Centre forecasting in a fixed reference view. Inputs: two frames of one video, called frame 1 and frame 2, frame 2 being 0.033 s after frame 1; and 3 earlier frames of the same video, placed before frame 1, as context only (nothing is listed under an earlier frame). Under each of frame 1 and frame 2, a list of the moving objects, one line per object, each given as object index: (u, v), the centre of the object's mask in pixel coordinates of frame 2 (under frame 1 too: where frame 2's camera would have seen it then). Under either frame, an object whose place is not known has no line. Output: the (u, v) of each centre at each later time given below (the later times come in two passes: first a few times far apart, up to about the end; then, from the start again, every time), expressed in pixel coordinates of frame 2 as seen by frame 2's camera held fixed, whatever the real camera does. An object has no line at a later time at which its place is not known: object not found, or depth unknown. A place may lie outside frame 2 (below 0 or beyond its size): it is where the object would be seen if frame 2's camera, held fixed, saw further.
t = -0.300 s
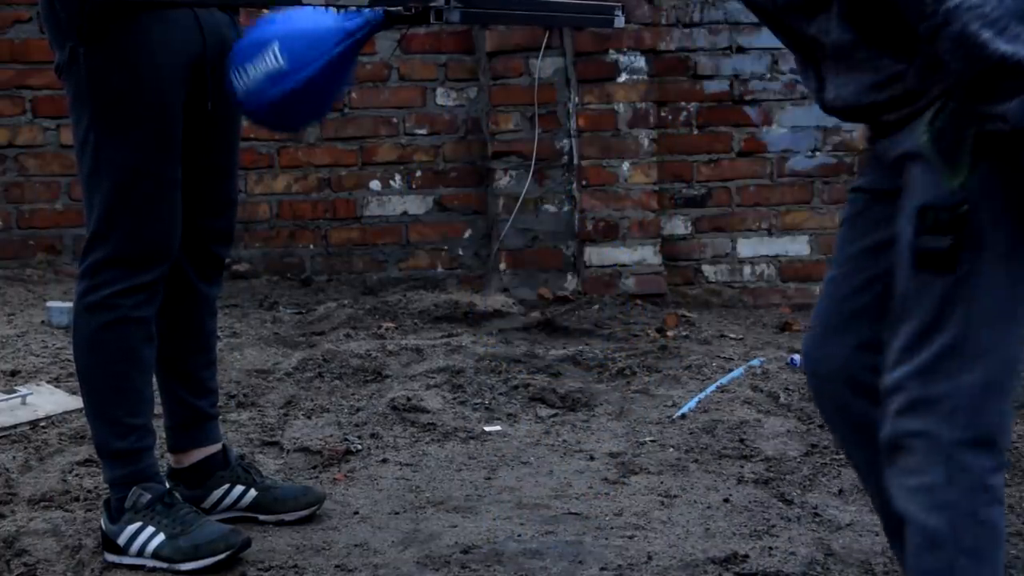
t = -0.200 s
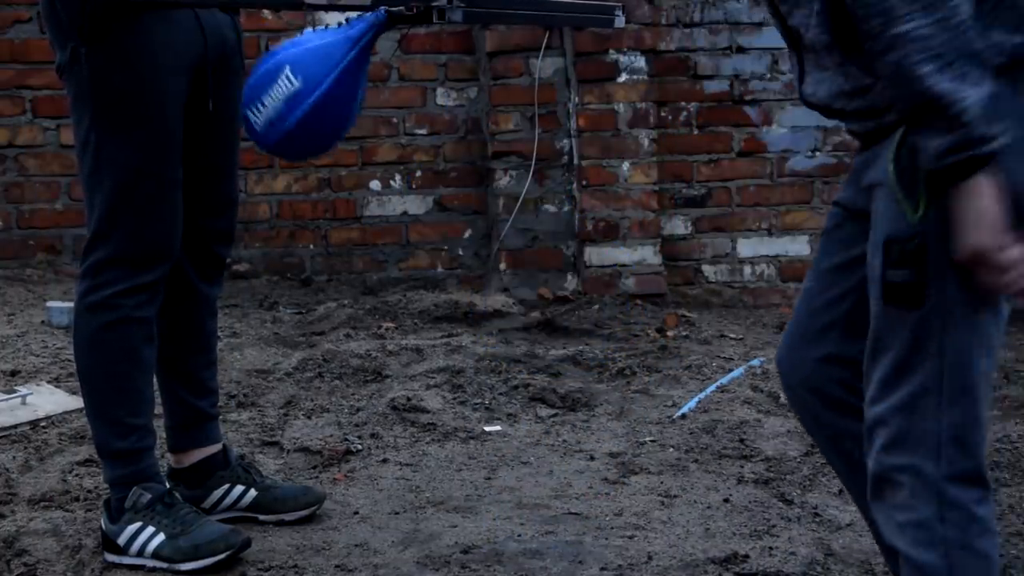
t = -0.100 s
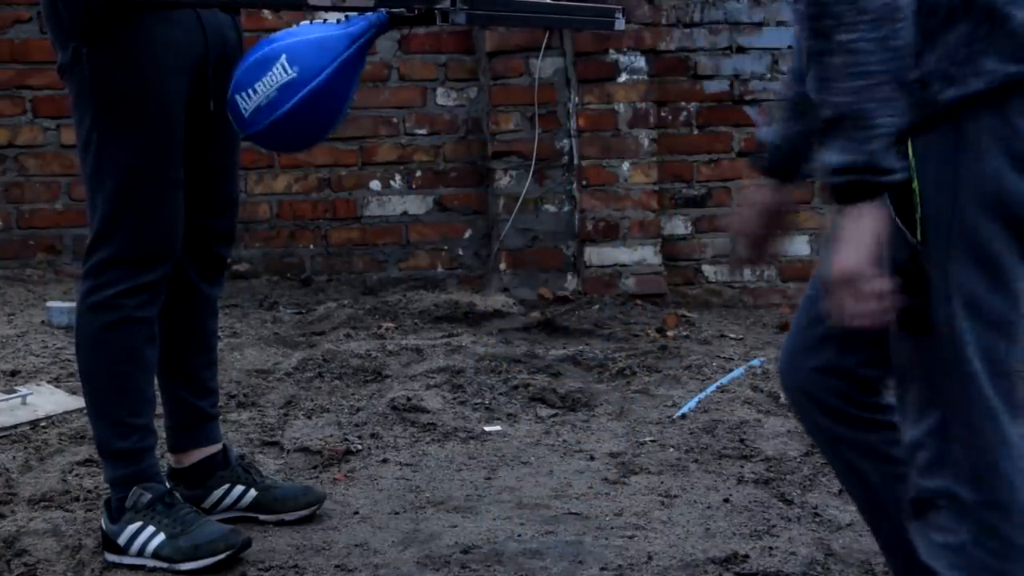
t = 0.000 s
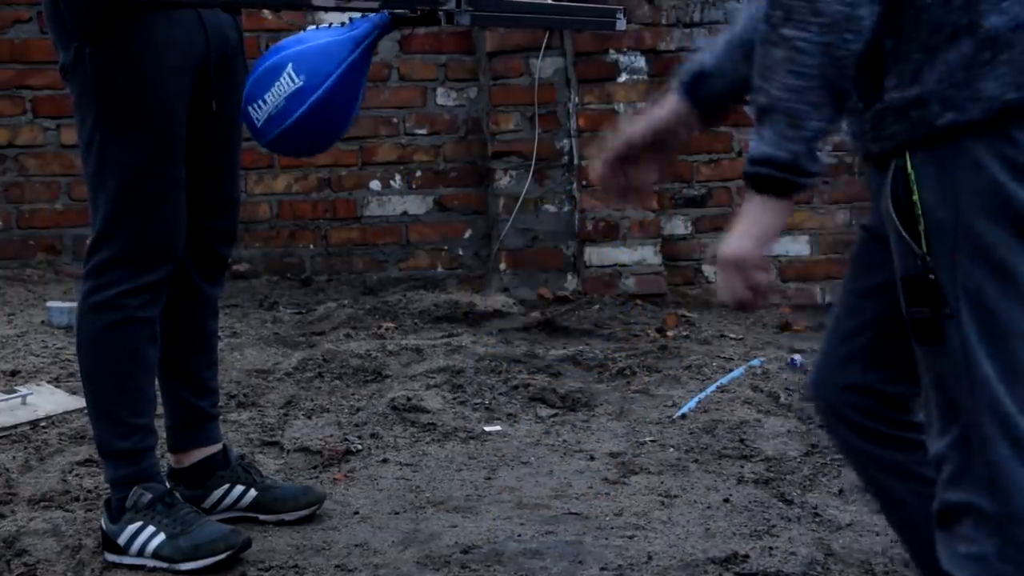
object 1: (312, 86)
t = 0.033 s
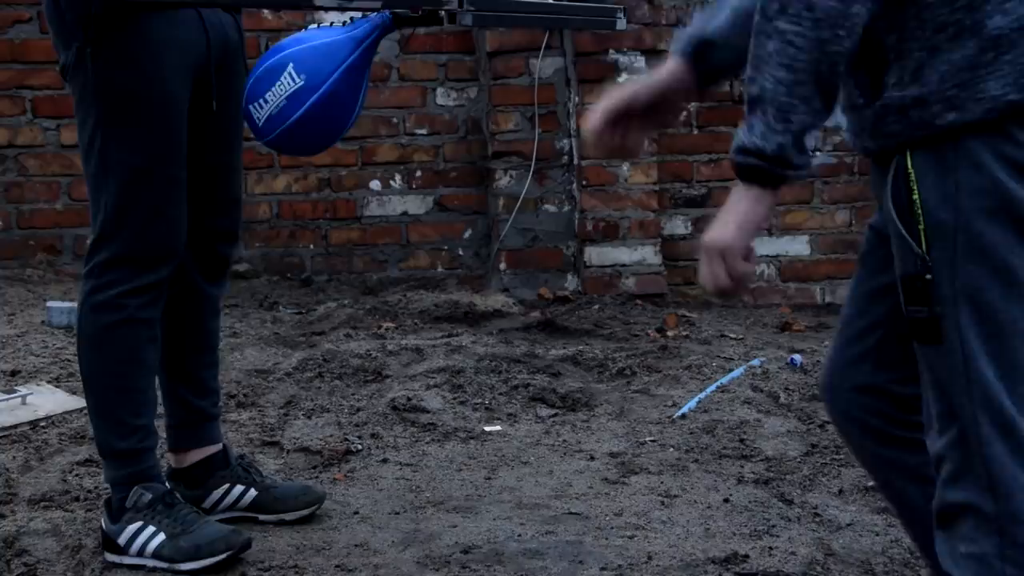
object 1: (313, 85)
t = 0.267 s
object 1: (324, 77)
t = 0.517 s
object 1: (304, 84)
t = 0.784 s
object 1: (333, 48)
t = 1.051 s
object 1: (343, 57)
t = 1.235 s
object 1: (333, 74)
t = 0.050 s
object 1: (313, 85)
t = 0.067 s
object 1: (314, 85)
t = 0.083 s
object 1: (315, 85)
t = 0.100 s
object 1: (315, 85)
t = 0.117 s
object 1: (316, 85)
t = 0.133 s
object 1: (316, 85)
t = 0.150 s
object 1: (317, 84)
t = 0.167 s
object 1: (318, 84)
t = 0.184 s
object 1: (318, 83)
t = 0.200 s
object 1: (320, 83)
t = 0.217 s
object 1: (321, 81)
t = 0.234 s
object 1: (322, 80)
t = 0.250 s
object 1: (323, 79)
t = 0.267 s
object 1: (324, 77)
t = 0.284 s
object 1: (325, 76)
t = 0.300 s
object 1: (324, 75)
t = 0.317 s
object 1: (323, 73)
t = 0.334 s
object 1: (322, 73)
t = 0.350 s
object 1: (320, 73)
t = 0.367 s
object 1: (318, 73)
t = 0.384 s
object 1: (315, 74)
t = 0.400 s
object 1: (312, 77)
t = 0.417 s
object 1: (310, 78)
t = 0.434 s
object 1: (308, 81)
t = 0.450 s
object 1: (307, 82)
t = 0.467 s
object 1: (306, 84)
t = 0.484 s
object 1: (305, 85)
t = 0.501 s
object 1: (305, 85)
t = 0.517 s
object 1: (304, 84)
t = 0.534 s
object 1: (305, 82)
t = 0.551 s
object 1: (307, 80)
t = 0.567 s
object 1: (309, 77)
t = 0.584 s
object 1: (312, 75)
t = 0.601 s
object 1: (315, 72)
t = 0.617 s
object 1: (318, 70)
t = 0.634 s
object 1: (320, 67)
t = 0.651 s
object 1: (322, 66)
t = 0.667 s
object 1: (323, 64)
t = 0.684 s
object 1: (325, 62)
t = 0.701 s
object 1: (327, 60)
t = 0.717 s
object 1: (329, 59)
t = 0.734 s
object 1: (330, 57)
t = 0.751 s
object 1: (332, 54)
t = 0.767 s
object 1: (332, 51)
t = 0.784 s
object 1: (333, 48)
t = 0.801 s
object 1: (334, 44)
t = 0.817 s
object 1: (335, 42)
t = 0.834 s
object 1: (336, 40)
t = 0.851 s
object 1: (337, 40)
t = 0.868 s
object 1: (338, 40)
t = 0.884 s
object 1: (340, 41)
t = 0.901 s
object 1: (340, 42)
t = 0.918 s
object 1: (340, 43)
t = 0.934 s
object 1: (339, 45)
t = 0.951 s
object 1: (339, 46)
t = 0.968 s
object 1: (340, 49)
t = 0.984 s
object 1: (340, 51)
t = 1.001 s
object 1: (341, 53)
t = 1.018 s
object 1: (341, 55)
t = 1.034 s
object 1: (342, 56)
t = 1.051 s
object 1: (343, 57)
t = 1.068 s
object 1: (344, 59)
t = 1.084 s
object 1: (344, 61)
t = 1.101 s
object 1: (343, 62)
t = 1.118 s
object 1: (341, 63)
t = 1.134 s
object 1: (339, 64)
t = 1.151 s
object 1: (337, 66)
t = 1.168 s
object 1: (336, 67)
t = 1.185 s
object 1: (335, 70)
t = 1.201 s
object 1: (334, 71)
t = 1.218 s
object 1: (334, 73)
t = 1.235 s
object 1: (333, 74)
